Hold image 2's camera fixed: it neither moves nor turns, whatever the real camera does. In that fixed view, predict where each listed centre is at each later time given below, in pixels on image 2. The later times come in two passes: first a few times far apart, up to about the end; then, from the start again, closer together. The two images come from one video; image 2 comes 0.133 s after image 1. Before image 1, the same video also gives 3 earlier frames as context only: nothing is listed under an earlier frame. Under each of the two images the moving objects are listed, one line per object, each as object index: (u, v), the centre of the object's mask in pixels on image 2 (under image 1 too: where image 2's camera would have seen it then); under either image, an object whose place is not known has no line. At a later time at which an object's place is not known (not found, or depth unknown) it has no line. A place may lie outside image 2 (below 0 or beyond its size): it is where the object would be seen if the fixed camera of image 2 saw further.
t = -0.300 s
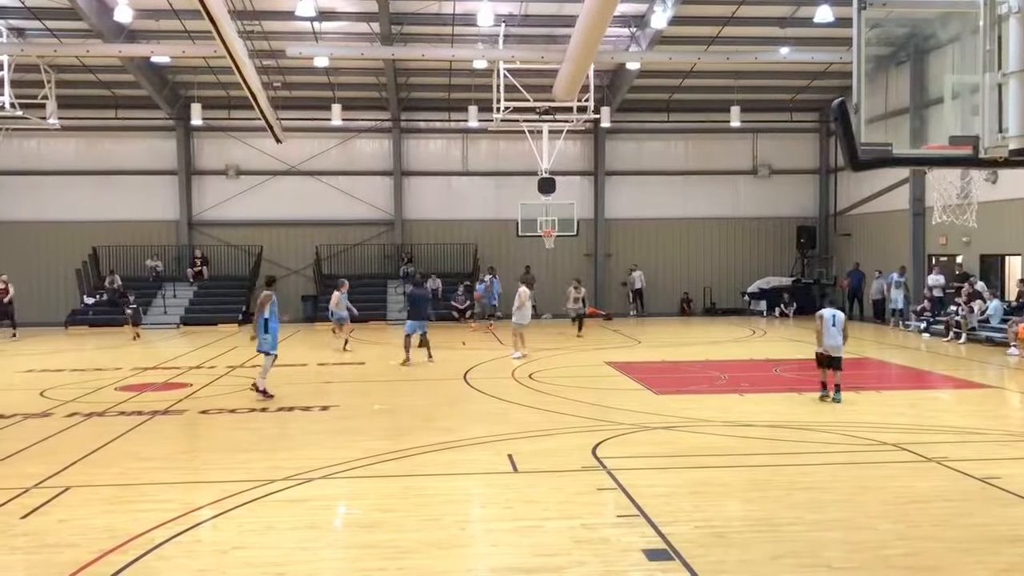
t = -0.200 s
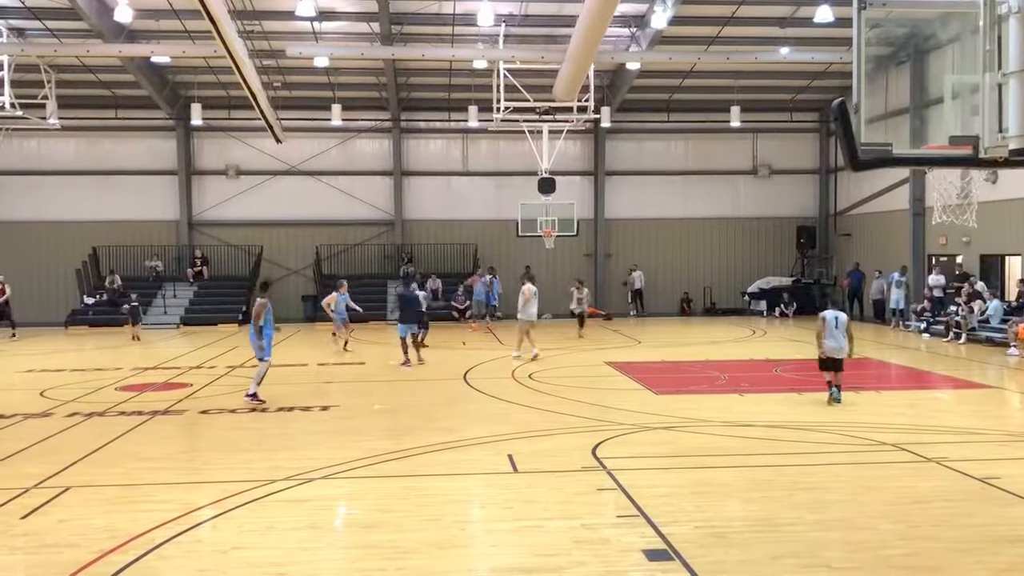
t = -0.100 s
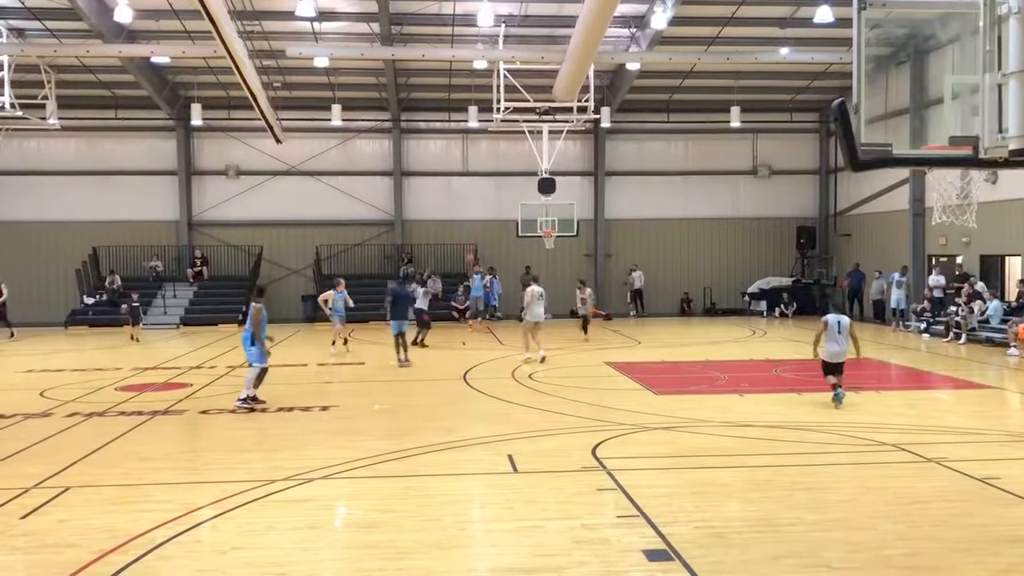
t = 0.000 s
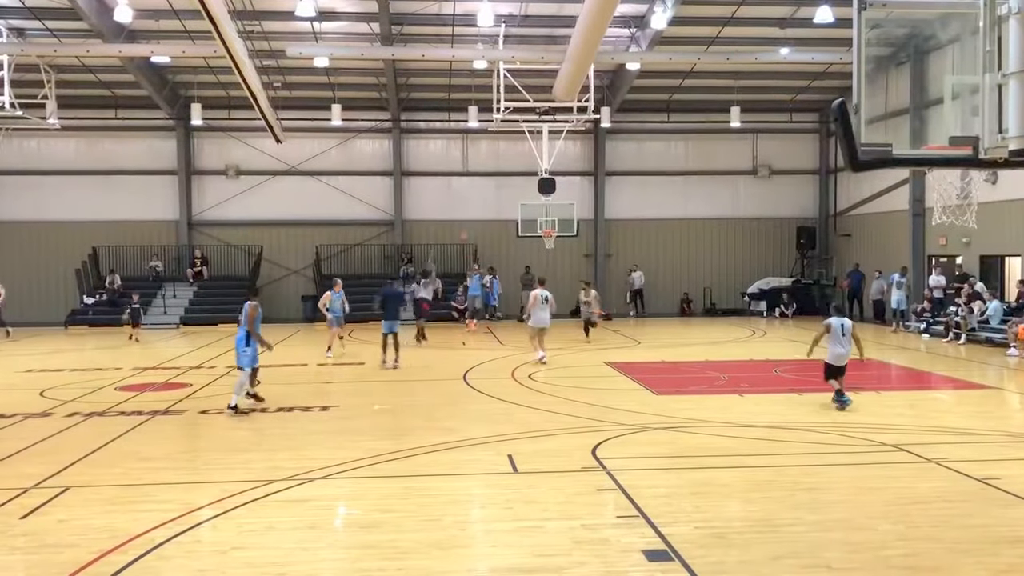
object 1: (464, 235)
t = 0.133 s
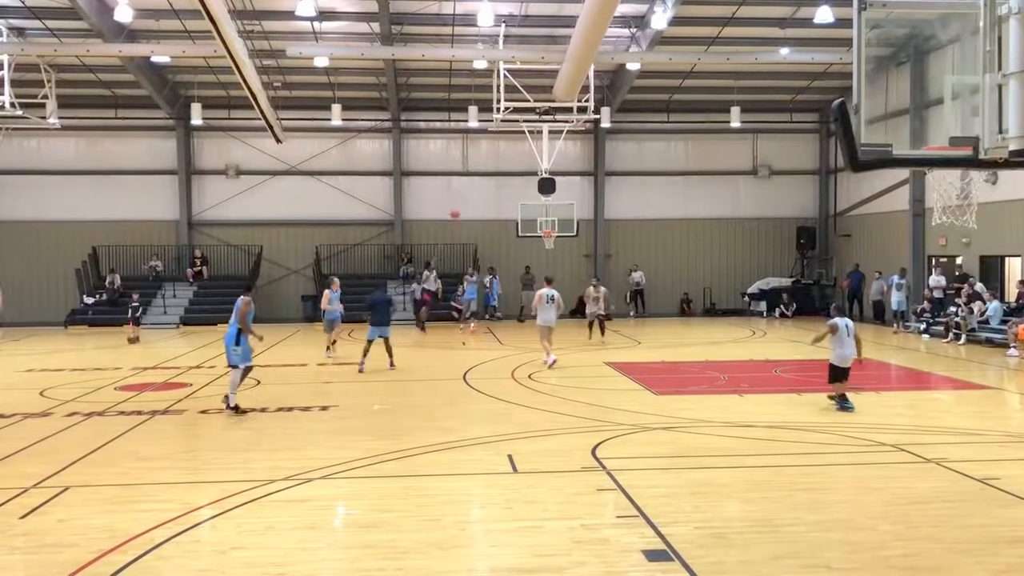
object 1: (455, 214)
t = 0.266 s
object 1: (445, 194)
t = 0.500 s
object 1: (426, 170)
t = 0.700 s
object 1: (407, 163)
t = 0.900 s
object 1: (380, 179)
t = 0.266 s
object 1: (445, 194)
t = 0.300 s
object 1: (443, 189)
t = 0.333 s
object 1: (440, 185)
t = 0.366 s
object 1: (437, 181)
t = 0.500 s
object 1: (426, 170)
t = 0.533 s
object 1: (423, 167)
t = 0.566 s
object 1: (420, 166)
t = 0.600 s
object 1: (416, 164)
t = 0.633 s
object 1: (413, 164)
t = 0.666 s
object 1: (411, 164)
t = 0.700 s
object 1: (407, 163)
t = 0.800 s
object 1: (394, 168)
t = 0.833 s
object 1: (391, 170)
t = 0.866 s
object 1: (385, 175)
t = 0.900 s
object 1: (380, 179)
